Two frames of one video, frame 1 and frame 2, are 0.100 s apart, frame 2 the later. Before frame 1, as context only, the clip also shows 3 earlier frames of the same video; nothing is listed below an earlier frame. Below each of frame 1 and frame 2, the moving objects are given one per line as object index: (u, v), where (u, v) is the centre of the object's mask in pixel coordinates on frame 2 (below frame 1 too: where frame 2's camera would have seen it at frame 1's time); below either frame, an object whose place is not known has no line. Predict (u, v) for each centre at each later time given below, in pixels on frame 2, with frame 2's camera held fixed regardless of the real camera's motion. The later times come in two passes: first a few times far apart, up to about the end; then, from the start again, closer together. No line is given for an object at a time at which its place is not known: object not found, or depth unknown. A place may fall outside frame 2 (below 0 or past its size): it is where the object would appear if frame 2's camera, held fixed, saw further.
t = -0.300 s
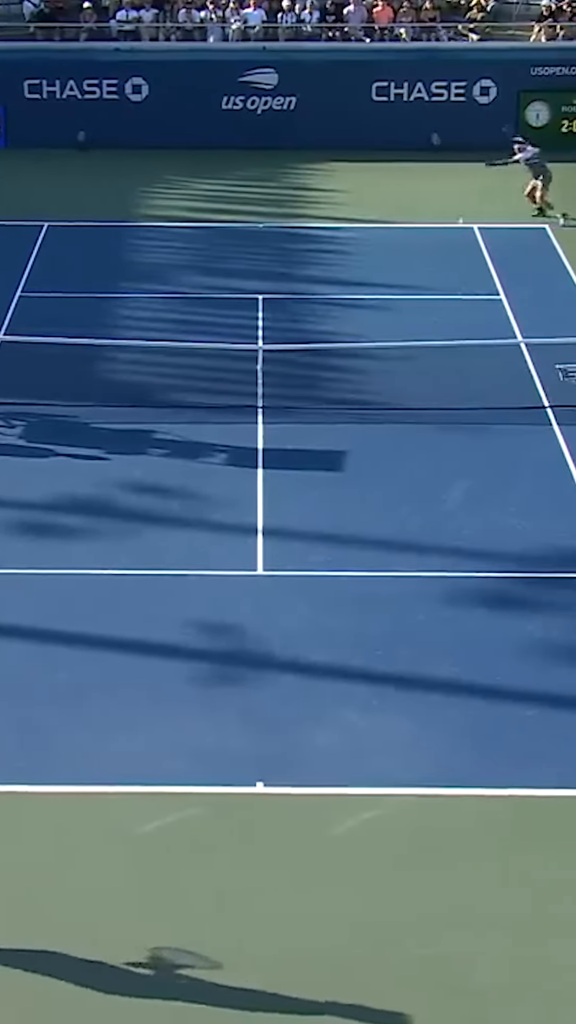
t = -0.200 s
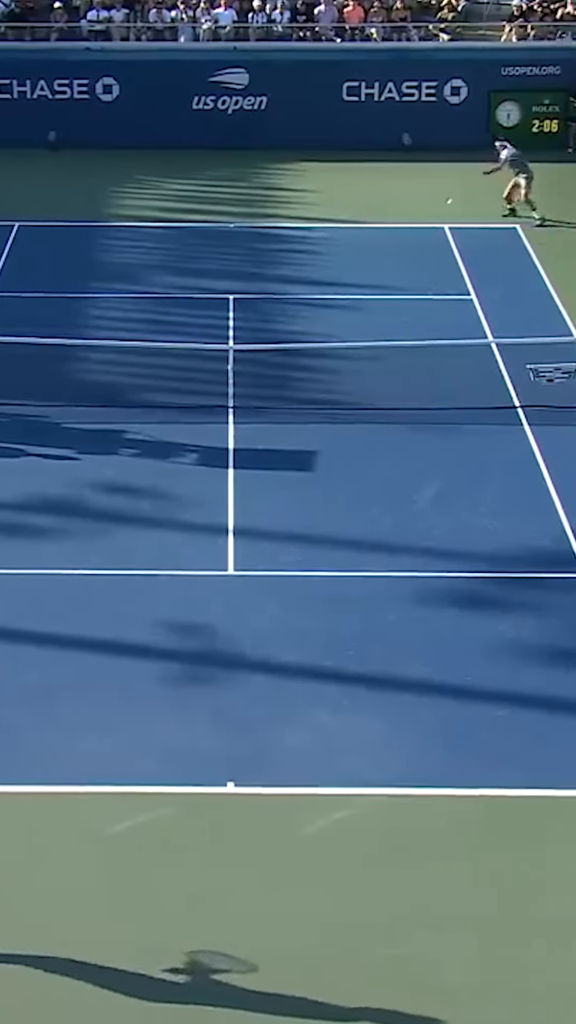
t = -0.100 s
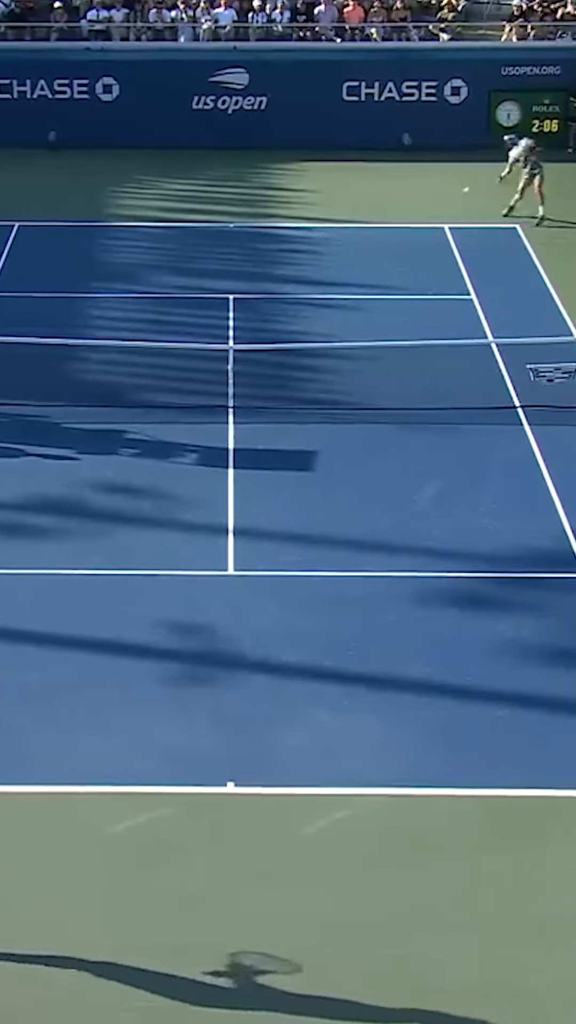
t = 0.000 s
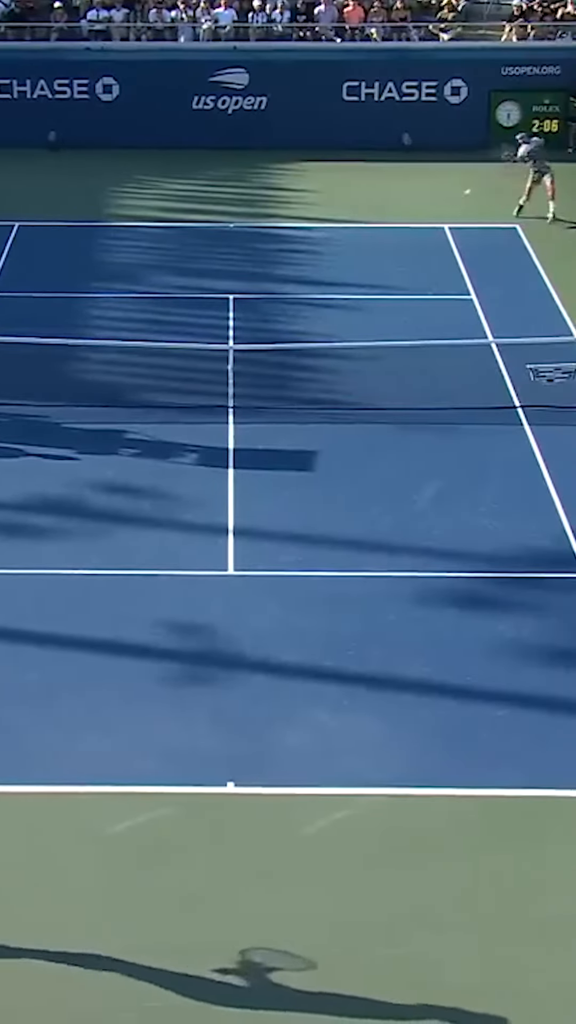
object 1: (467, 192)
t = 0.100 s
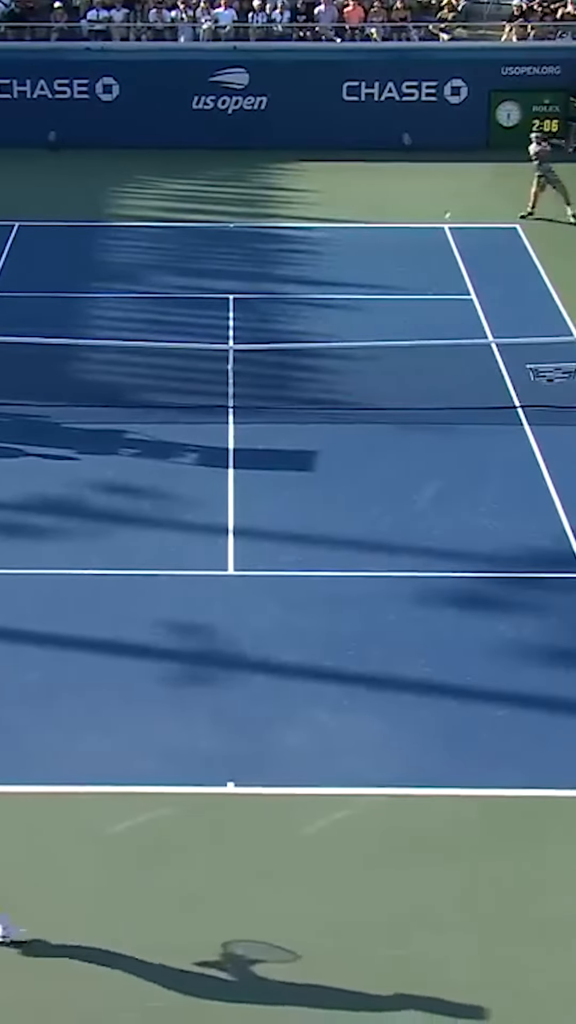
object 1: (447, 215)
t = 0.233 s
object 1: (419, 266)
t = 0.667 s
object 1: (309, 555)
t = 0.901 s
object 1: (256, 624)
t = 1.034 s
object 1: (221, 698)
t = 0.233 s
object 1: (419, 266)
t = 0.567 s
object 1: (333, 502)
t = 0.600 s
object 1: (323, 537)
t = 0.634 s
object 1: (316, 551)
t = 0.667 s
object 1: (309, 555)
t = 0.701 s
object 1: (302, 562)
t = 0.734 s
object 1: (295, 567)
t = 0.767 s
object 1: (287, 577)
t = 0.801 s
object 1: (280, 586)
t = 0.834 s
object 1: (272, 596)
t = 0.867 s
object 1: (263, 610)
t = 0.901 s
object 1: (256, 624)
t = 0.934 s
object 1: (247, 640)
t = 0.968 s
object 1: (239, 657)
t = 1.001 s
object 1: (230, 676)
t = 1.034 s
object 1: (221, 698)
